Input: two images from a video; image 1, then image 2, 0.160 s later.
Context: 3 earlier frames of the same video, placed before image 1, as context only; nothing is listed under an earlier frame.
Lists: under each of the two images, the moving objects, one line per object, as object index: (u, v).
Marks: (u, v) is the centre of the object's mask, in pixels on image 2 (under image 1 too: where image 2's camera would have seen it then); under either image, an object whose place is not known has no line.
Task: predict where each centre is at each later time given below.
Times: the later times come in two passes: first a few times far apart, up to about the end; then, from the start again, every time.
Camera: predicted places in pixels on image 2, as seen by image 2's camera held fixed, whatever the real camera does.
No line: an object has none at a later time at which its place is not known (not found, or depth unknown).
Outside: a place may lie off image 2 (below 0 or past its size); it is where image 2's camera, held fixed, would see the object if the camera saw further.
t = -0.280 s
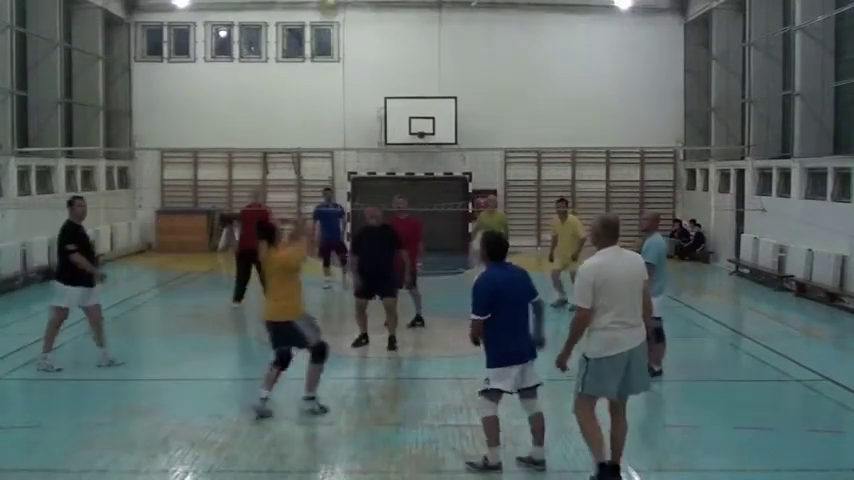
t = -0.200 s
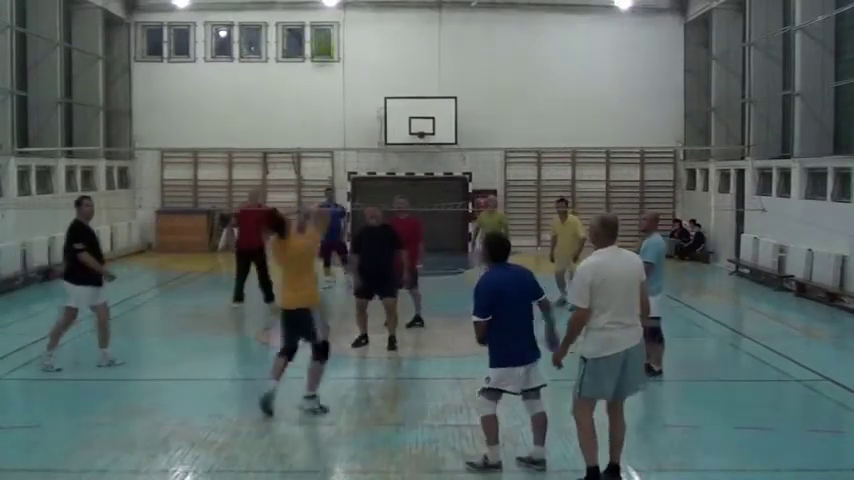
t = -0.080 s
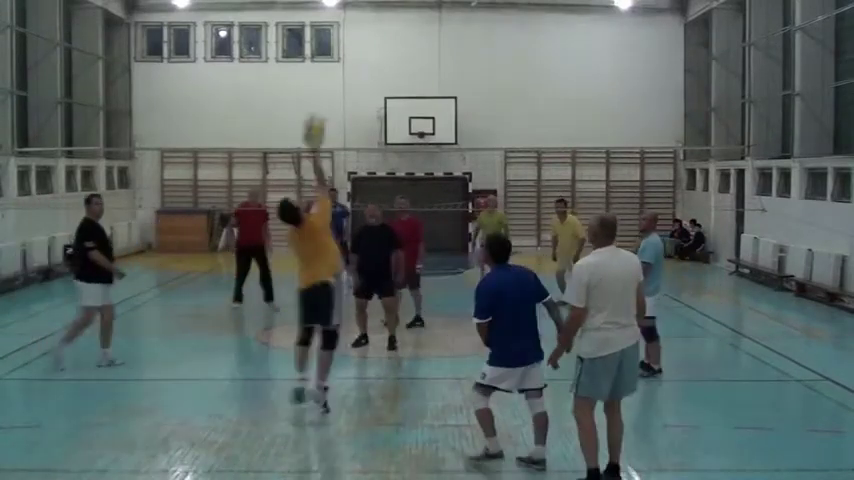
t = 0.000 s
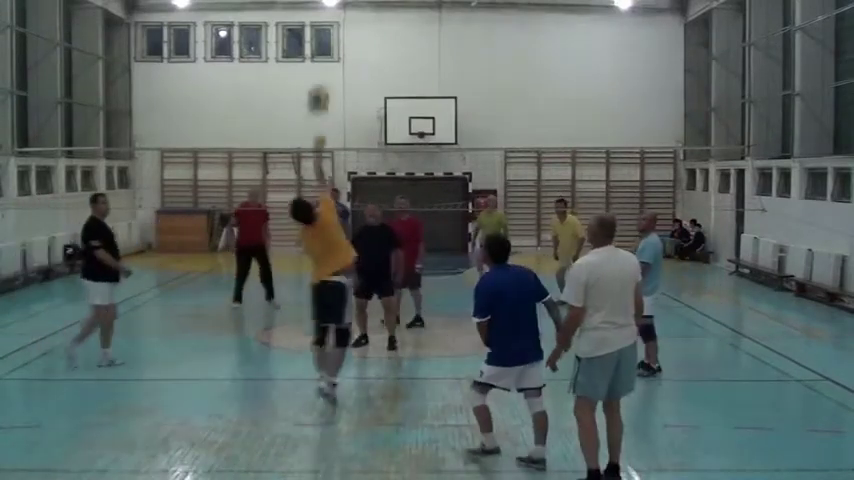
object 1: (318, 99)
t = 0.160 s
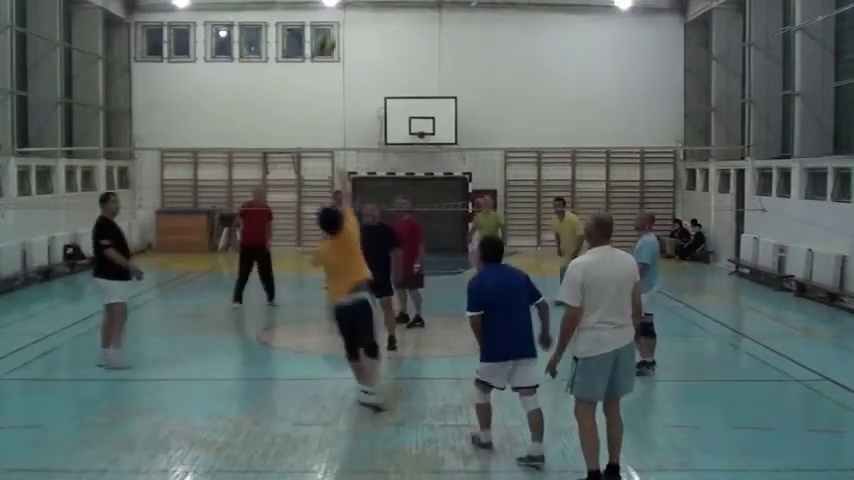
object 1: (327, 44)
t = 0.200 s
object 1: (329, 34)
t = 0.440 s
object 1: (335, 23)
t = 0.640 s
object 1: (340, 47)
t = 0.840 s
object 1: (341, 93)
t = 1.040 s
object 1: (342, 154)
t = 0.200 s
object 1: (329, 34)
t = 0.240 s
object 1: (329, 29)
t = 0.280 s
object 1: (331, 24)
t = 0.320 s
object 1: (332, 22)
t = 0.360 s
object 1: (333, 22)
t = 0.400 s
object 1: (334, 22)
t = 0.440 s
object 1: (335, 23)
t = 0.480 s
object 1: (337, 25)
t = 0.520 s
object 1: (338, 30)
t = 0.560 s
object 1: (339, 36)
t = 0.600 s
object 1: (339, 41)
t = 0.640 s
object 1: (340, 47)
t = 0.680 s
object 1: (340, 55)
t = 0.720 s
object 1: (341, 63)
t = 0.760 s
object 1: (341, 73)
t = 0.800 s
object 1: (342, 83)
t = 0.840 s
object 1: (341, 93)
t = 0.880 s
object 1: (342, 103)
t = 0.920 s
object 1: (342, 116)
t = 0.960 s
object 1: (343, 127)
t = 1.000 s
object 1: (342, 140)
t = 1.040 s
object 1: (342, 154)
